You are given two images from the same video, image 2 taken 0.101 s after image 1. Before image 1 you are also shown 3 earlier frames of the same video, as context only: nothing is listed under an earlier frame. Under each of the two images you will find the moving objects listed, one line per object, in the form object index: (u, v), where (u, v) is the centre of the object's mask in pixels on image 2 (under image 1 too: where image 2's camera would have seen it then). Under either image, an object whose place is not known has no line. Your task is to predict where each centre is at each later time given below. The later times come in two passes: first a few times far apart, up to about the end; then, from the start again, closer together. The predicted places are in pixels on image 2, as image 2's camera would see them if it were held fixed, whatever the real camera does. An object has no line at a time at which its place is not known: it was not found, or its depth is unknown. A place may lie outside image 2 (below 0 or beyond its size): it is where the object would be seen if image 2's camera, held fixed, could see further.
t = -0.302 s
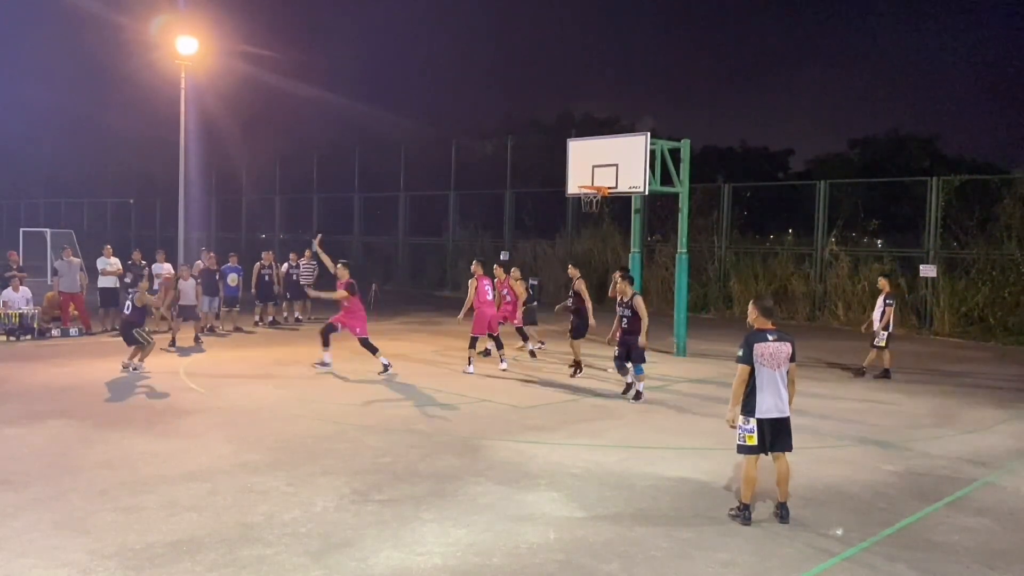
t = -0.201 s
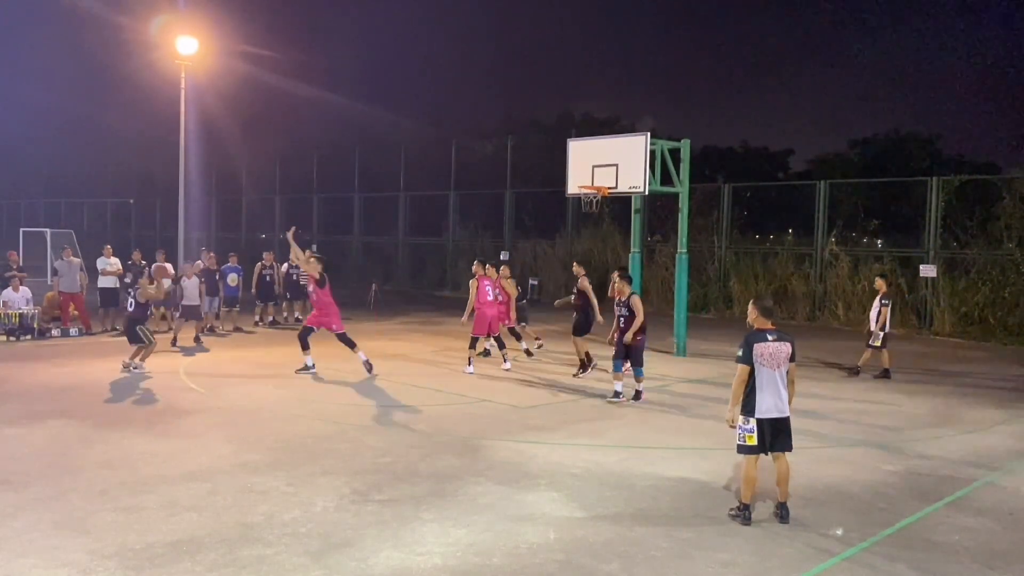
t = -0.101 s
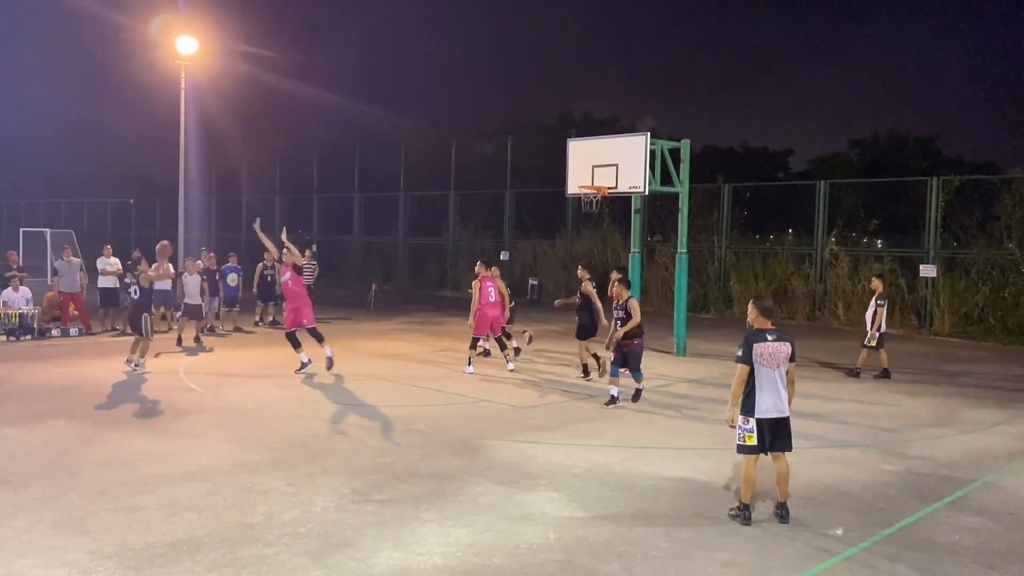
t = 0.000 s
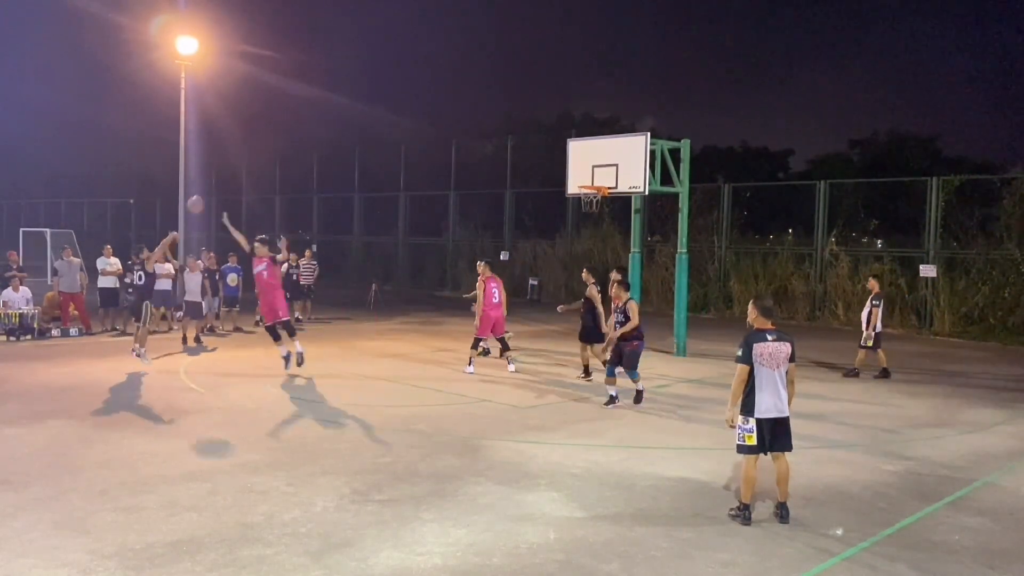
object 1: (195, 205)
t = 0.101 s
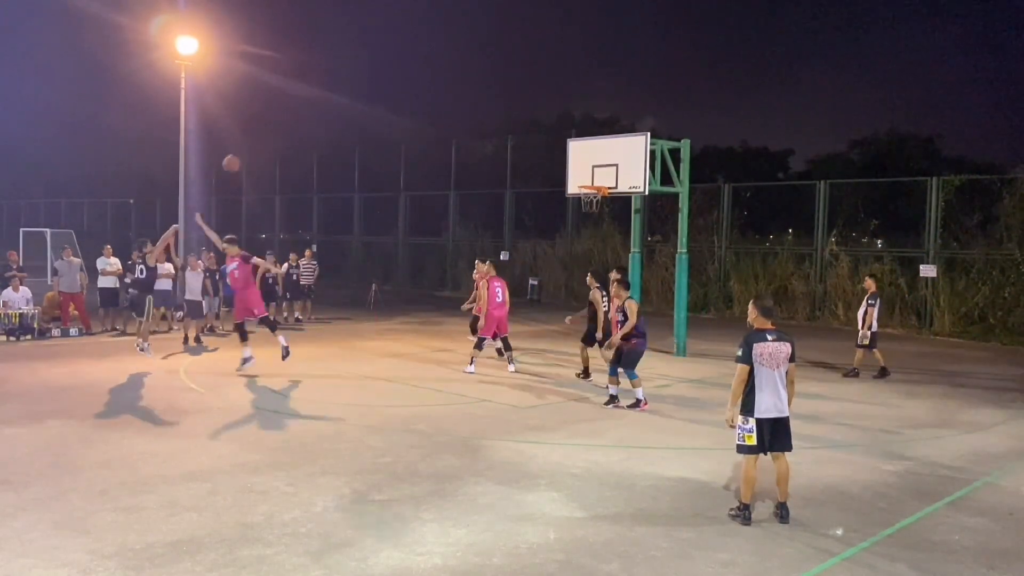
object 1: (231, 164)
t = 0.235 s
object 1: (277, 121)
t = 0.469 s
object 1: (354, 75)
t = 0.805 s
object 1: (444, 65)
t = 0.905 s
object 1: (472, 74)
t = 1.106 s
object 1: (526, 107)
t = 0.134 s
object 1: (243, 153)
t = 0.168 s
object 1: (255, 141)
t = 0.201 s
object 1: (266, 130)
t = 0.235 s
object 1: (277, 121)
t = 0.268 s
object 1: (288, 112)
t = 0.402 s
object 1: (333, 85)
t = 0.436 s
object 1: (344, 79)
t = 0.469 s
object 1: (354, 75)
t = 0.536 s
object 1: (375, 68)
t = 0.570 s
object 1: (385, 65)
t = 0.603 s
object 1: (396, 63)
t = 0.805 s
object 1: (444, 65)
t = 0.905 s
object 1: (472, 74)
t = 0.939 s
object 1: (482, 78)
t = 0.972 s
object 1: (491, 83)
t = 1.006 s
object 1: (500, 88)
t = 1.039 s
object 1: (509, 94)
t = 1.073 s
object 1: (517, 100)
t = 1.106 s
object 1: (526, 107)
